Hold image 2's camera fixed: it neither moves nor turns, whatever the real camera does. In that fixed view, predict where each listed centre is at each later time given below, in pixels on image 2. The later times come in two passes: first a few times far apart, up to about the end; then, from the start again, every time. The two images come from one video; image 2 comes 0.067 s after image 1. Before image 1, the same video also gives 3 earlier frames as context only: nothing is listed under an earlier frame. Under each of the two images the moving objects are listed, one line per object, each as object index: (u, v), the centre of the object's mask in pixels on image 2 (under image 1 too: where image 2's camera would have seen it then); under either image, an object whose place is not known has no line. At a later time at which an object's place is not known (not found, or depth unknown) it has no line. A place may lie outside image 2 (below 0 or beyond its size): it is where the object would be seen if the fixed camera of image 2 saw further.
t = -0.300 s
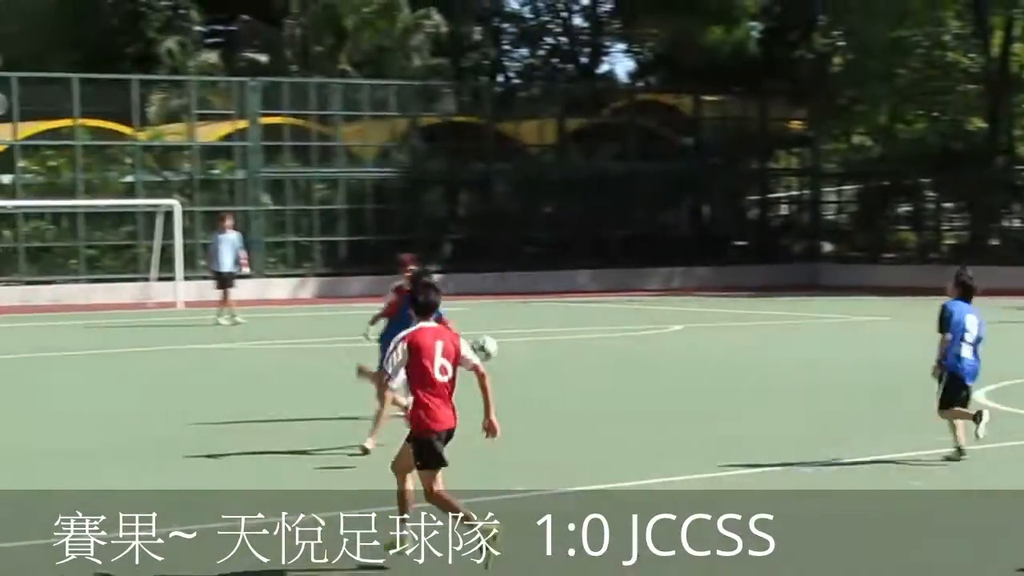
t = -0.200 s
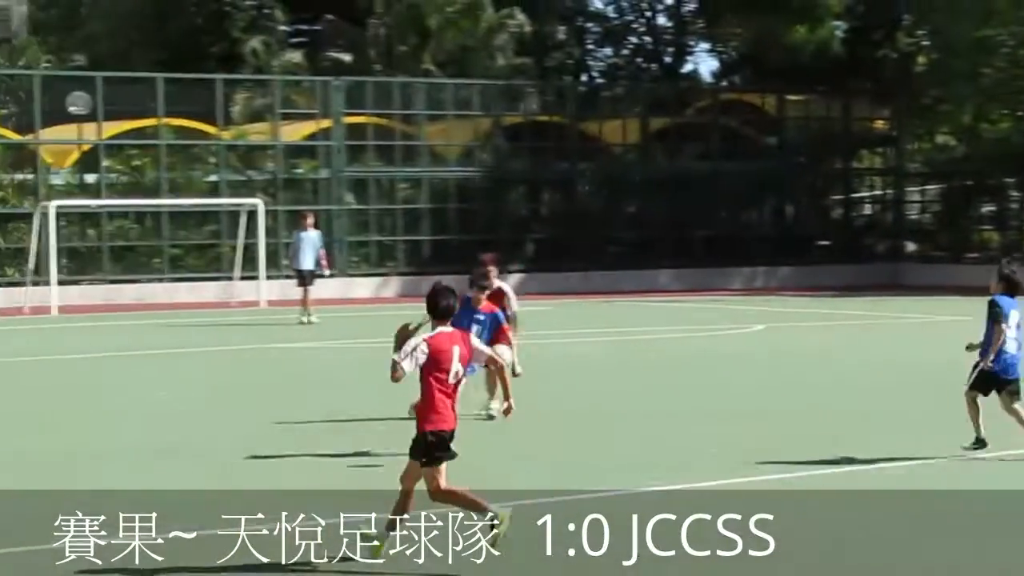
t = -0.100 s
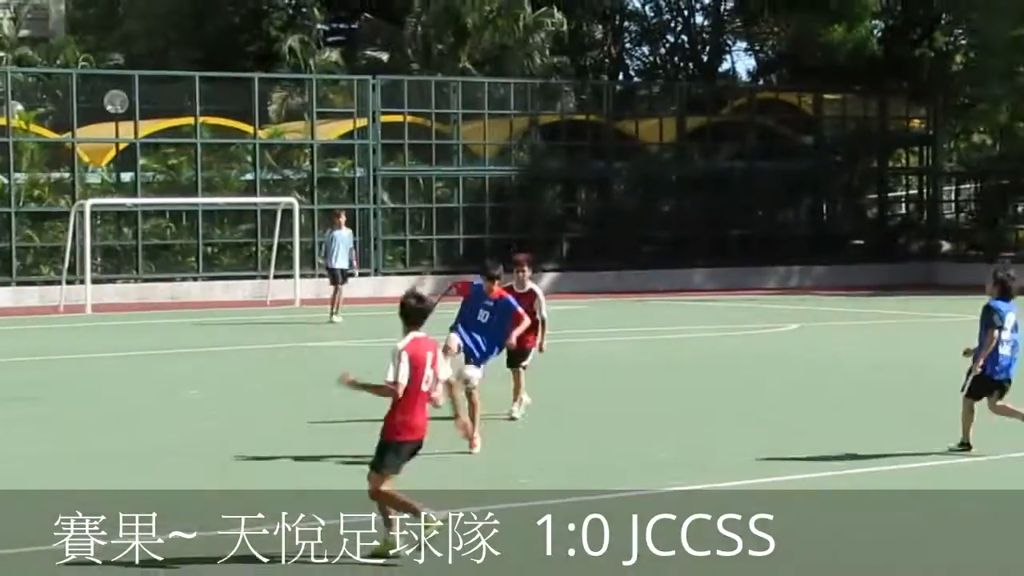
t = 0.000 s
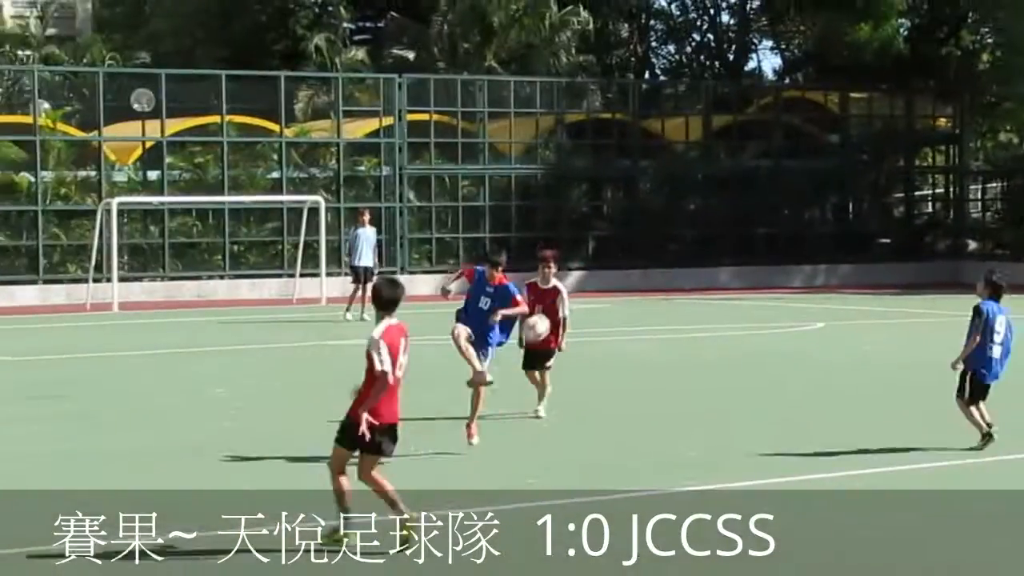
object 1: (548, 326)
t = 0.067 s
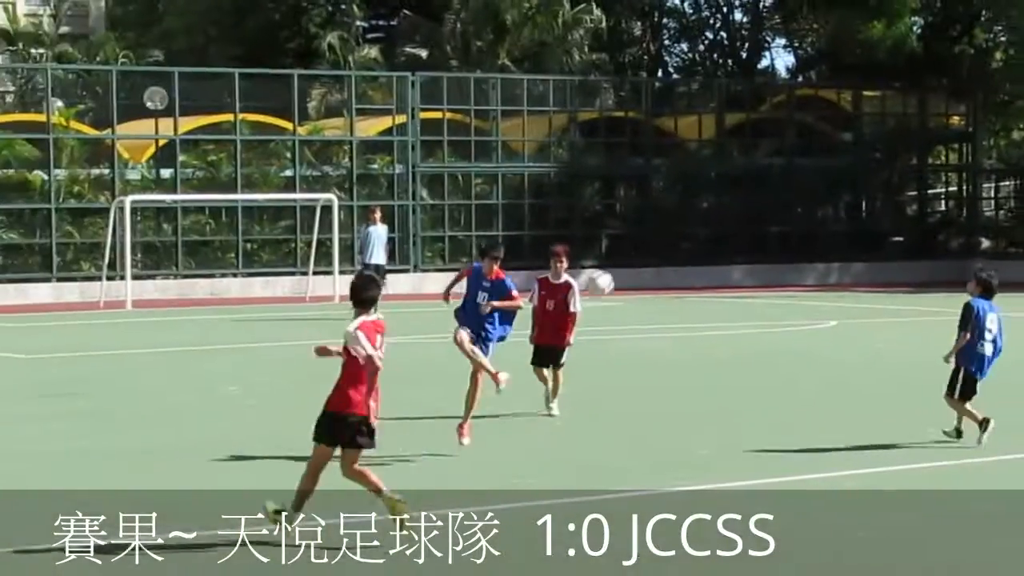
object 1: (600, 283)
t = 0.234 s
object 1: (724, 203)
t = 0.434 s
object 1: (877, 147)
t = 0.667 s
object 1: (1062, 146)
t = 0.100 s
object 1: (623, 265)
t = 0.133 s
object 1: (649, 248)
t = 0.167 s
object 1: (674, 232)
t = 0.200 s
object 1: (699, 217)
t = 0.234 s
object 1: (724, 203)
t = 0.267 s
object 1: (750, 191)
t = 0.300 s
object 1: (775, 179)
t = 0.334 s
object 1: (800, 169)
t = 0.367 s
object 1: (825, 161)
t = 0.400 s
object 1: (851, 153)
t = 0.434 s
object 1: (877, 147)
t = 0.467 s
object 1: (903, 143)
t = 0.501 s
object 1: (928, 140)
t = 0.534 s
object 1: (955, 138)
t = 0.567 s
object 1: (981, 138)
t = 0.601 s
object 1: (1008, 139)
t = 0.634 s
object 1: (1035, 141)
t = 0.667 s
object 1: (1062, 146)
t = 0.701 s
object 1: (1088, 151)
